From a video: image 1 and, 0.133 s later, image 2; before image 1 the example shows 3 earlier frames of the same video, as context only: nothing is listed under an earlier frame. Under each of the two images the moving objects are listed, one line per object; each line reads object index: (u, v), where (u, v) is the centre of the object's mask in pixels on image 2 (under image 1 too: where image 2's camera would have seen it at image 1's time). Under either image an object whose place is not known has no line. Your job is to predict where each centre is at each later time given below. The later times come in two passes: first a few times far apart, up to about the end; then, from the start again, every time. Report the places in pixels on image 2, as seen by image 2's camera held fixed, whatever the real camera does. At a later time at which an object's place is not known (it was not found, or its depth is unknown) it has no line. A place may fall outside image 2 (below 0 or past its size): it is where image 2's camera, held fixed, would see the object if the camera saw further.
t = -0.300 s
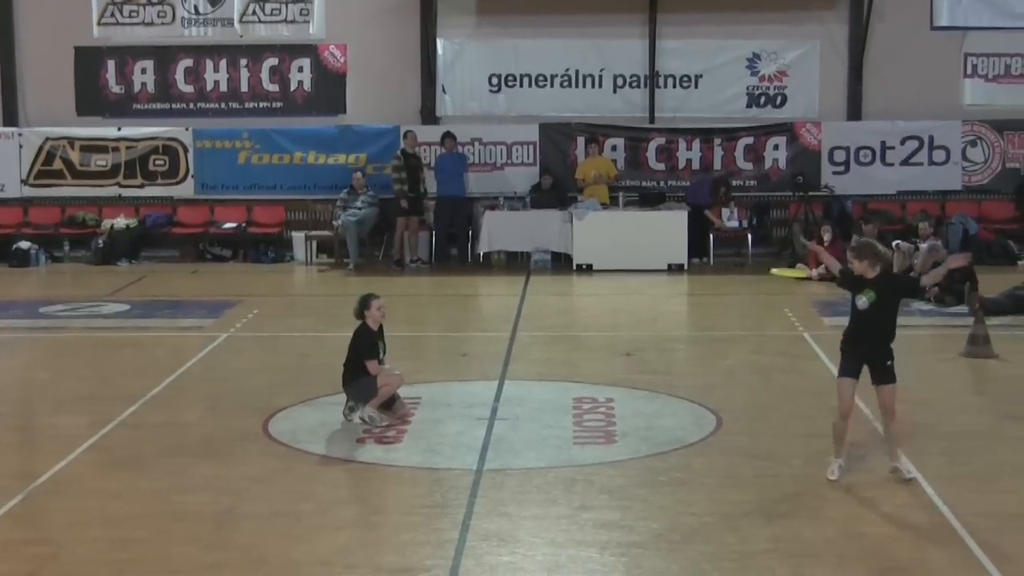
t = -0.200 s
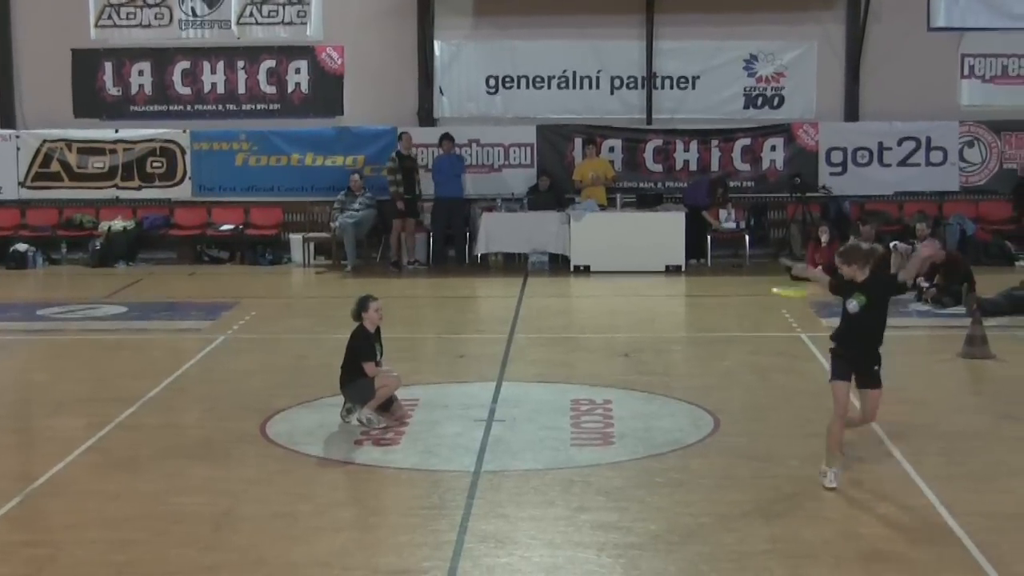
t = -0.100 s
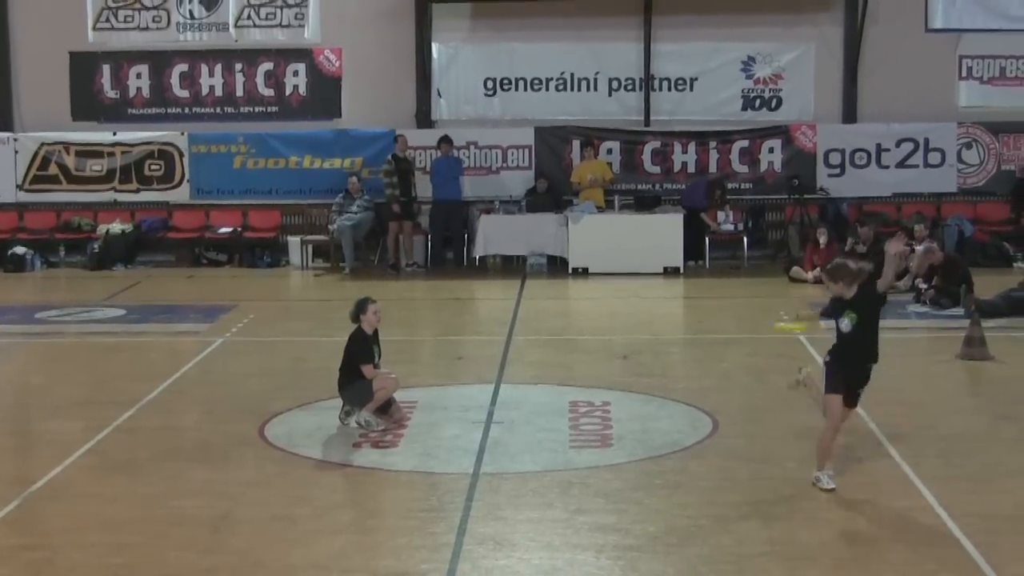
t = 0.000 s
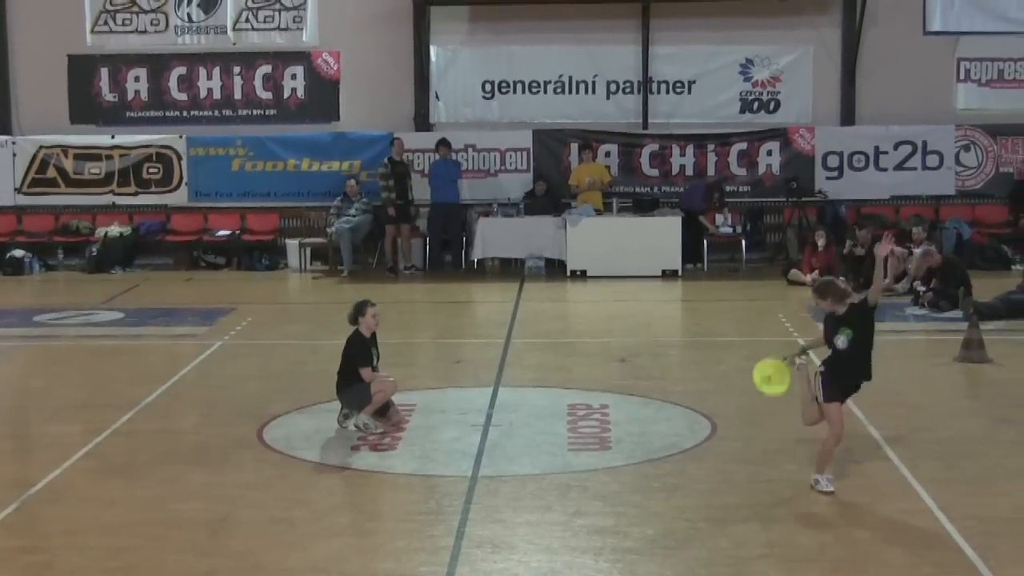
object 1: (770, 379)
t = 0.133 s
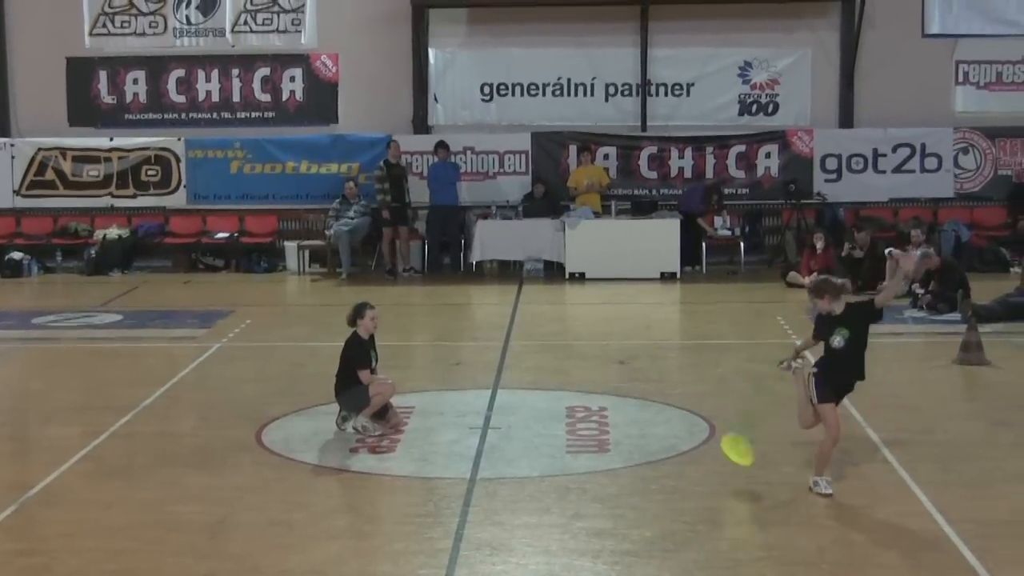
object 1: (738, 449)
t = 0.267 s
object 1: (712, 466)
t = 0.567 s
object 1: (667, 478)
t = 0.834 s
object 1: (630, 473)
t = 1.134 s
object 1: (594, 476)
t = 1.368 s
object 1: (581, 477)
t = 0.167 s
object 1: (730, 470)
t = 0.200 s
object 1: (723, 479)
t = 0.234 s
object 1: (717, 472)
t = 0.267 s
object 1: (712, 466)
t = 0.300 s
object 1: (707, 461)
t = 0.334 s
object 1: (703, 459)
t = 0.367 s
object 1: (697, 458)
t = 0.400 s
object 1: (692, 458)
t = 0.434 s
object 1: (686, 459)
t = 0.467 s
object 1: (681, 462)
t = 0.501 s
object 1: (677, 466)
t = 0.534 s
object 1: (672, 472)
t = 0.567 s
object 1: (667, 478)
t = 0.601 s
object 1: (663, 484)
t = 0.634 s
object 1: (660, 476)
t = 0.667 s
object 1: (655, 472)
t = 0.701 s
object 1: (650, 470)
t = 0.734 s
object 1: (645, 469)
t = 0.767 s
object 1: (640, 469)
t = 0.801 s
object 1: (635, 470)
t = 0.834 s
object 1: (630, 473)
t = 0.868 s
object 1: (626, 476)
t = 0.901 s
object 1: (620, 479)
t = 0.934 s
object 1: (614, 478)
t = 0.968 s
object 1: (610, 476)
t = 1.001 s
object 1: (607, 474)
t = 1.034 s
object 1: (603, 473)
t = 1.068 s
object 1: (600, 474)
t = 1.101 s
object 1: (597, 475)
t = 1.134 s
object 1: (594, 476)
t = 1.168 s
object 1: (592, 478)
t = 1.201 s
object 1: (590, 480)
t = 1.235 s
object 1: (588, 483)
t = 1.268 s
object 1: (587, 481)
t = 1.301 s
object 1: (584, 479)
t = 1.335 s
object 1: (583, 478)
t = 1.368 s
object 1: (581, 477)
